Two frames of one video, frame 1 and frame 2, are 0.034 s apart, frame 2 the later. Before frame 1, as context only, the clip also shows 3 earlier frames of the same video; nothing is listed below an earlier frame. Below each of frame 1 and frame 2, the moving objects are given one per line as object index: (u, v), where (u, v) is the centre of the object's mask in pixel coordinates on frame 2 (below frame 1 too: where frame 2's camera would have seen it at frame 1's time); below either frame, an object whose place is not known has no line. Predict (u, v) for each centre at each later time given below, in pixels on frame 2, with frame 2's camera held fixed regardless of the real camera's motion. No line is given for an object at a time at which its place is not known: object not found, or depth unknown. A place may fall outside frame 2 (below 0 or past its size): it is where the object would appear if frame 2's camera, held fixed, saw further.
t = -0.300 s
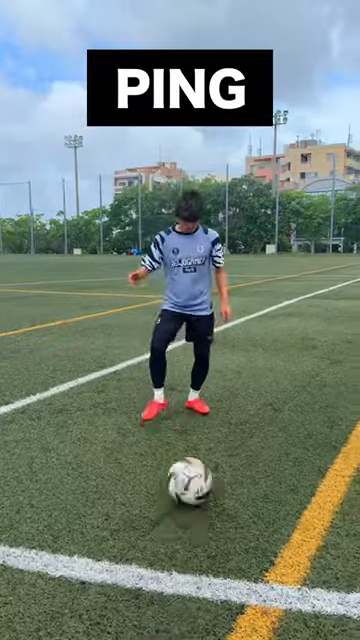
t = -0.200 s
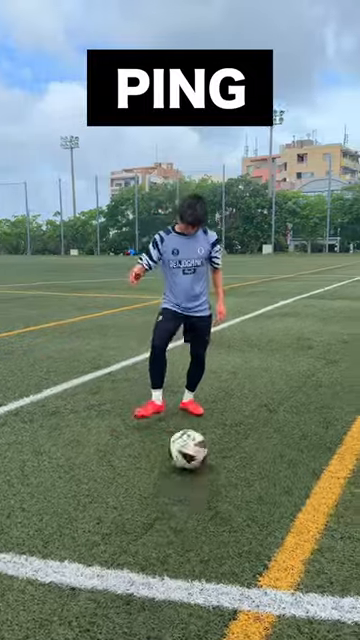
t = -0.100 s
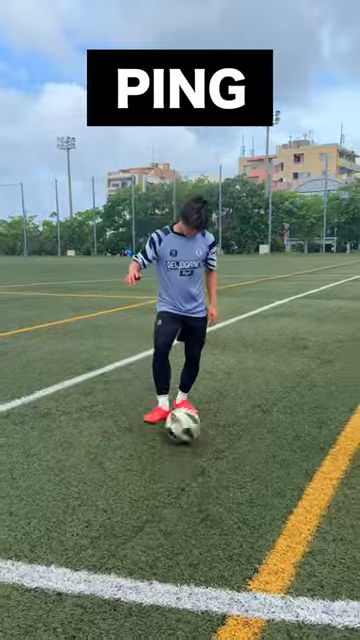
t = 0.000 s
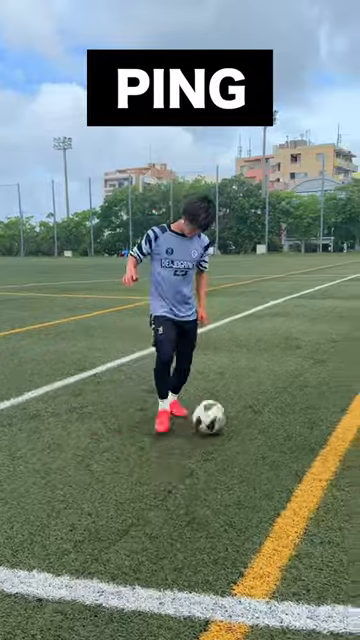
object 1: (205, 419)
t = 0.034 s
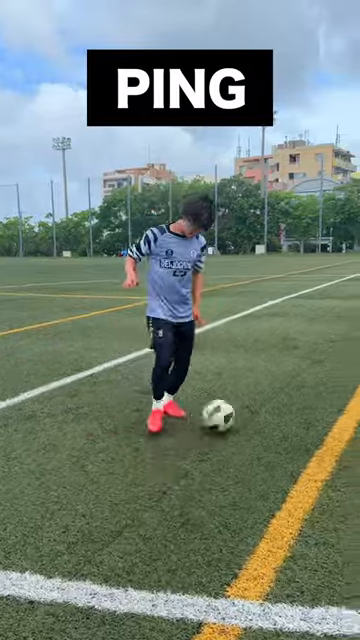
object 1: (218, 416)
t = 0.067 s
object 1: (230, 412)
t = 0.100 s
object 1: (241, 410)
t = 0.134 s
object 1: (252, 410)
